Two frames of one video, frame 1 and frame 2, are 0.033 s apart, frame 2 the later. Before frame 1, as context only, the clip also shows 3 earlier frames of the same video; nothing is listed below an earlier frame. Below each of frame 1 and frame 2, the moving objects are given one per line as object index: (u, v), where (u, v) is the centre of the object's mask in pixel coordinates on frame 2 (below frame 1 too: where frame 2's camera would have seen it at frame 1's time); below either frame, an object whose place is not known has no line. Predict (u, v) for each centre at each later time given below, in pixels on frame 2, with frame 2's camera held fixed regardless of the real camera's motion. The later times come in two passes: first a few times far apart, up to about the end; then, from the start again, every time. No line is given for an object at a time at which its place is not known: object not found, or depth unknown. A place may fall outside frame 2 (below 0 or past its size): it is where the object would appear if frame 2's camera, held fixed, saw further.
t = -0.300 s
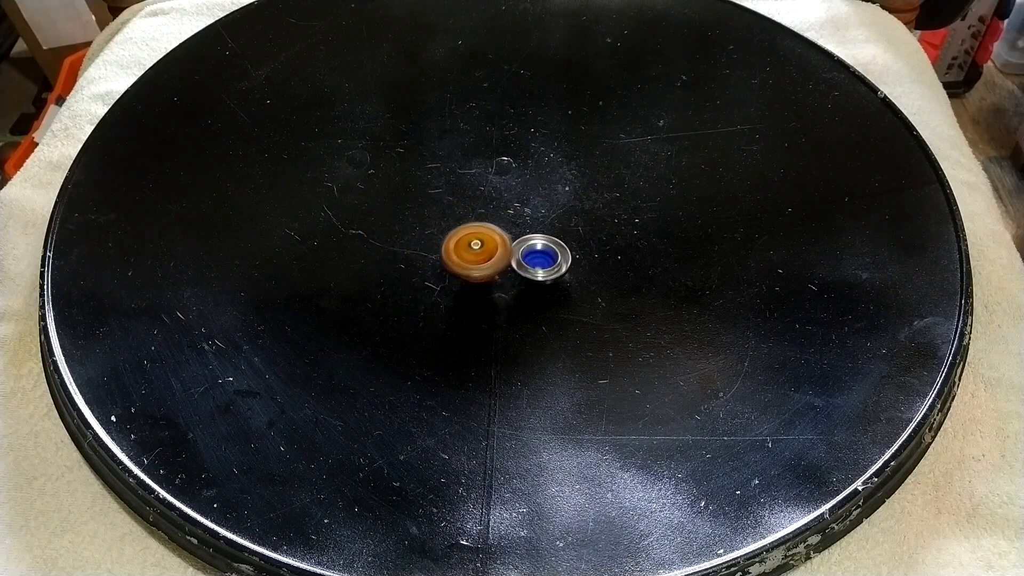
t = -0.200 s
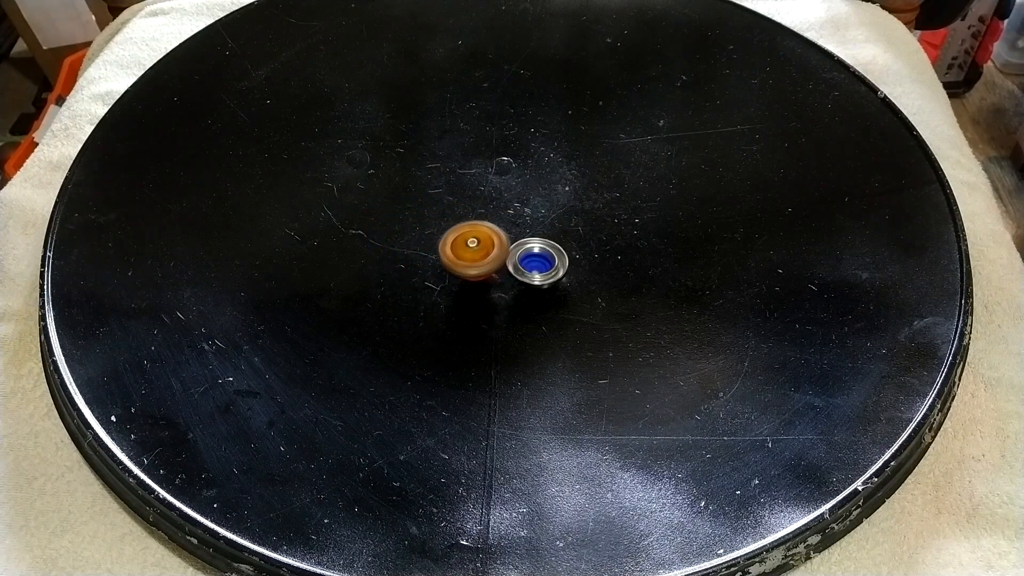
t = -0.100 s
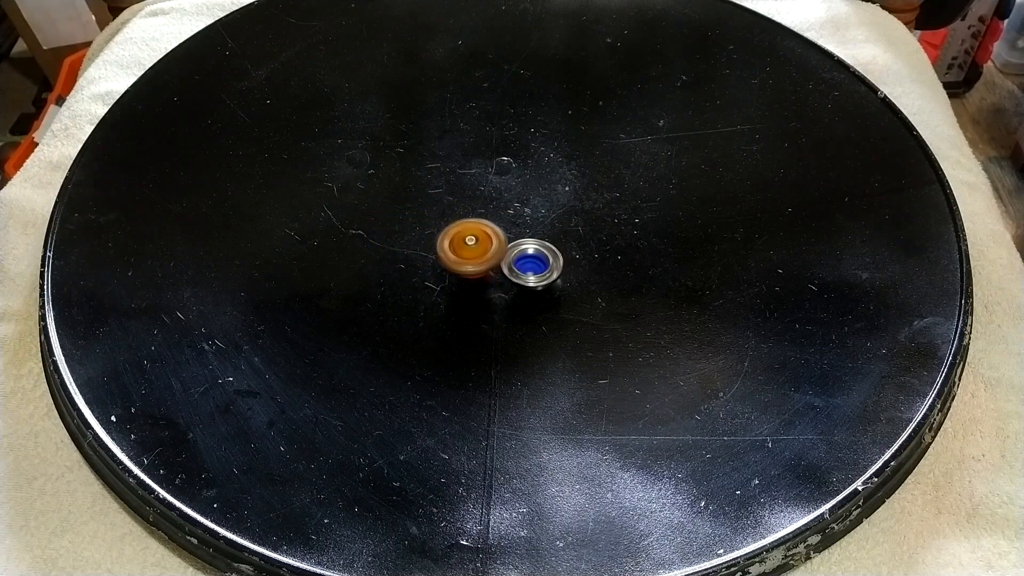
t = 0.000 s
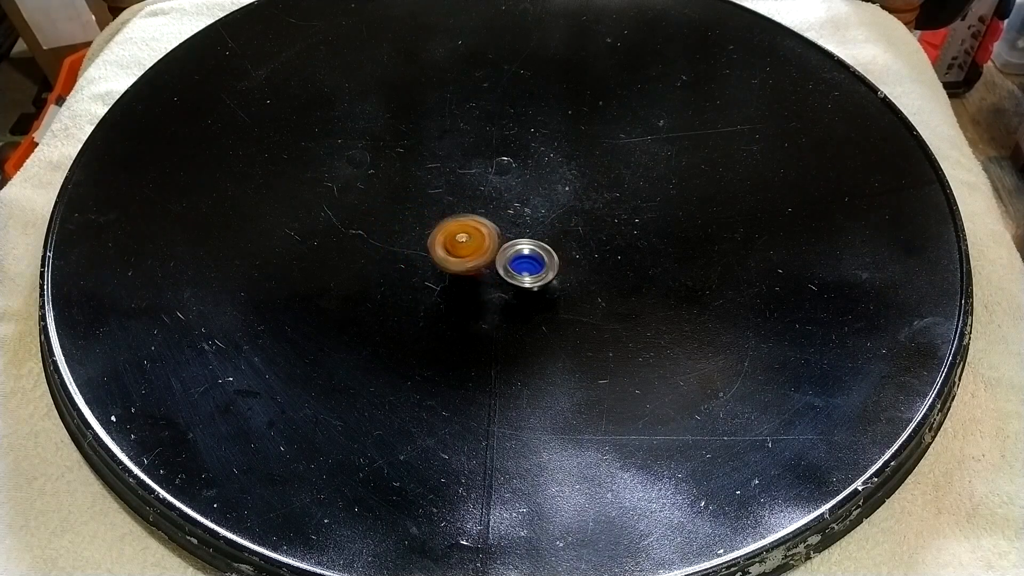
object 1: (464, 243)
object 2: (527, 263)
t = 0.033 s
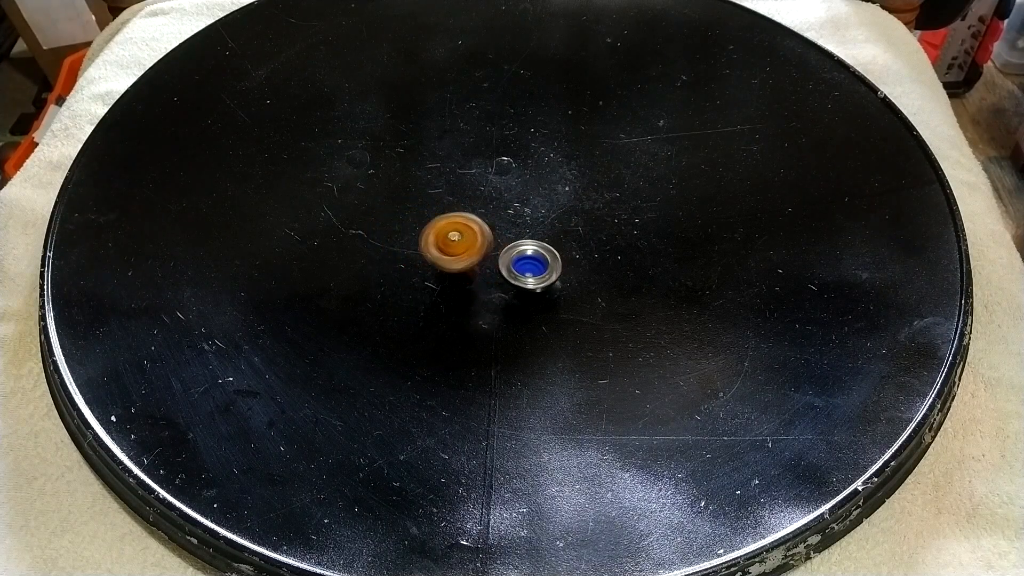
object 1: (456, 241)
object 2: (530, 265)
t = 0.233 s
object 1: (423, 234)
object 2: (534, 255)
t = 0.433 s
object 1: (400, 232)
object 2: (527, 221)
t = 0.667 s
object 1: (400, 235)
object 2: (492, 192)
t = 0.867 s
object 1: (423, 236)
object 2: (451, 193)
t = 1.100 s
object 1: (463, 253)
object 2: (433, 213)
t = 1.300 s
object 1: (508, 259)
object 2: (434, 228)
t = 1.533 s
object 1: (549, 248)
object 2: (445, 237)
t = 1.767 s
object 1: (562, 225)
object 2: (457, 240)
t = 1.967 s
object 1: (548, 208)
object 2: (466, 240)
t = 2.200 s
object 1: (517, 200)
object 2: (471, 241)
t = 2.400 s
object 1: (521, 170)
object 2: (451, 257)
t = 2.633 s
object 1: (502, 166)
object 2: (460, 250)
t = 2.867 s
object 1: (486, 191)
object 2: (479, 243)
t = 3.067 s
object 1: (493, 207)
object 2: (488, 257)
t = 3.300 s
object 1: (512, 219)
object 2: (493, 269)
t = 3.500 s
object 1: (529, 227)
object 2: (495, 273)
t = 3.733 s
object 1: (543, 233)
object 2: (495, 273)
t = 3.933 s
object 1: (542, 236)
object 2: (494, 273)
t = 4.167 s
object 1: (539, 234)
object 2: (484, 278)
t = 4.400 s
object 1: (534, 229)
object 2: (476, 278)
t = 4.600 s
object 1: (517, 229)
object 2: (482, 274)
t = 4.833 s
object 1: (505, 214)
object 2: (477, 277)
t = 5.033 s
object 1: (489, 210)
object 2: (482, 274)
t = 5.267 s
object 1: (469, 212)
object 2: (483, 271)
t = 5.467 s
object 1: (450, 214)
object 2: (483, 266)
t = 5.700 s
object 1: (440, 222)
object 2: (509, 261)
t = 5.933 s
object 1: (456, 236)
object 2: (549, 251)
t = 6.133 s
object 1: (478, 235)
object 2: (537, 238)
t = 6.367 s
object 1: (472, 231)
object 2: (535, 238)
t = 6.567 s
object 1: (466, 229)
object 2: (527, 238)
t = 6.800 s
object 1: (462, 232)
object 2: (522, 239)
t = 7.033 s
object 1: (451, 238)
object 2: (519, 240)
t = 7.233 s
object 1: (445, 248)
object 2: (515, 241)
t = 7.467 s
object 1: (453, 253)
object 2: (513, 240)
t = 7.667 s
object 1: (454, 256)
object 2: (521, 238)
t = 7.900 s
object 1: (458, 251)
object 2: (517, 240)
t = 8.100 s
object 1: (458, 245)
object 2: (518, 239)
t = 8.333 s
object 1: (449, 238)
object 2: (511, 238)
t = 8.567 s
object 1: (441, 233)
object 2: (508, 235)
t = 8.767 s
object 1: (422, 243)
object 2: (524, 233)
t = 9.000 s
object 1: (437, 255)
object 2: (519, 234)
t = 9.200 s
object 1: (457, 239)
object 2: (516, 233)
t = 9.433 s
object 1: (443, 222)
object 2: (520, 232)
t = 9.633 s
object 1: (434, 223)
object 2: (515, 232)
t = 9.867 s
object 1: (443, 230)
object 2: (511, 234)
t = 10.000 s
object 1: (454, 230)
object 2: (514, 236)
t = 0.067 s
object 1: (450, 240)
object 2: (532, 265)
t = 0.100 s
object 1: (443, 238)
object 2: (534, 266)
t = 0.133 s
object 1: (439, 237)
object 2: (534, 265)
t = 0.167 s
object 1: (434, 236)
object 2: (534, 263)
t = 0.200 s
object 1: (429, 234)
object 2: (534, 259)
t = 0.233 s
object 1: (423, 234)
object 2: (534, 255)
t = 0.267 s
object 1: (418, 233)
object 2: (535, 250)
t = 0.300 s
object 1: (413, 232)
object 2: (535, 244)
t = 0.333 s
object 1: (409, 232)
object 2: (533, 239)
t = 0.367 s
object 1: (406, 231)
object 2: (532, 233)
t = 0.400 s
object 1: (402, 232)
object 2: (530, 227)
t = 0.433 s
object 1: (400, 232)
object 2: (527, 221)
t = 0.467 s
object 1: (398, 231)
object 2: (525, 215)
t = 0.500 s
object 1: (397, 232)
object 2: (521, 210)
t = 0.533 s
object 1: (397, 232)
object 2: (516, 205)
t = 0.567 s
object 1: (396, 233)
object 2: (510, 201)
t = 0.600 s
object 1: (398, 233)
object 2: (505, 197)
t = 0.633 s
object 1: (398, 234)
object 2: (499, 194)
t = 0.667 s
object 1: (400, 235)
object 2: (492, 192)
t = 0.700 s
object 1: (402, 235)
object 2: (485, 190)
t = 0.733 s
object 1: (405, 235)
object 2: (479, 189)
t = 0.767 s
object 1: (409, 236)
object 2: (472, 190)
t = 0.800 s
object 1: (414, 236)
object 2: (465, 191)
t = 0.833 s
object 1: (418, 236)
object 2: (458, 192)
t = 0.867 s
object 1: (423, 236)
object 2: (451, 193)
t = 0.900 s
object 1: (428, 236)
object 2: (447, 195)
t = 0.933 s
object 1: (433, 236)
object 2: (444, 197)
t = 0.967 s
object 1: (439, 240)
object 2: (443, 200)
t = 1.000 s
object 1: (445, 244)
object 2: (441, 204)
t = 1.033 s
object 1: (451, 247)
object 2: (438, 207)
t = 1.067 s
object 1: (456, 250)
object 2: (435, 209)
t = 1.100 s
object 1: (463, 253)
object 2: (433, 213)
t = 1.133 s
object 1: (469, 254)
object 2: (432, 216)
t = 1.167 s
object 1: (476, 256)
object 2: (432, 219)
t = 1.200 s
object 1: (484, 257)
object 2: (432, 221)
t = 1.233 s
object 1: (492, 258)
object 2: (432, 224)
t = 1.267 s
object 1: (500, 258)
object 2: (433, 226)
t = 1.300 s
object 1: (508, 259)
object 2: (434, 228)
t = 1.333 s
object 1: (515, 258)
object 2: (435, 230)
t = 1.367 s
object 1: (523, 258)
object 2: (437, 232)
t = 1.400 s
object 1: (529, 257)
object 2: (438, 233)
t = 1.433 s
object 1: (534, 256)
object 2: (440, 234)
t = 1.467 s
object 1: (540, 253)
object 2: (442, 235)
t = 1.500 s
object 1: (545, 251)
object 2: (443, 236)
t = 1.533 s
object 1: (549, 248)
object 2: (445, 237)
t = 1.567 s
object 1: (552, 246)
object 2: (447, 238)
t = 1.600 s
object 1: (556, 243)
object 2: (449, 239)
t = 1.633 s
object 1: (558, 239)
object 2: (450, 239)
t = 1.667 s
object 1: (560, 236)
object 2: (452, 240)
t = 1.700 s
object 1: (561, 232)
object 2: (454, 240)
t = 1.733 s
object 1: (562, 229)
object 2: (455, 240)
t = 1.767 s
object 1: (562, 225)
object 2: (457, 240)
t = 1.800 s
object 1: (561, 223)
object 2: (459, 240)
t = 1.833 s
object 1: (559, 219)
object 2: (460, 240)
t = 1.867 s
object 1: (557, 217)
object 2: (462, 240)
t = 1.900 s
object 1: (555, 213)
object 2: (463, 240)
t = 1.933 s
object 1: (552, 211)
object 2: (465, 240)
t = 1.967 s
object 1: (548, 208)
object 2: (466, 240)
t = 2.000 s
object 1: (545, 206)
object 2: (467, 240)
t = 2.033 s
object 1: (540, 204)
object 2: (469, 240)
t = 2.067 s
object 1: (536, 203)
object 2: (470, 240)
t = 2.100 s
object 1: (531, 202)
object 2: (471, 240)
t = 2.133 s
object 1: (526, 202)
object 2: (472, 239)
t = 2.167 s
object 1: (521, 203)
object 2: (473, 239)
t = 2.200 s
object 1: (517, 200)
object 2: (471, 241)
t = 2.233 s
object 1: (521, 192)
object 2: (464, 247)
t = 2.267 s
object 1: (523, 187)
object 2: (459, 251)
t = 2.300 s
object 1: (523, 182)
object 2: (455, 254)
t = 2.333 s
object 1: (522, 178)
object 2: (453, 256)
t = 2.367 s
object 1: (522, 175)
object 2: (451, 257)
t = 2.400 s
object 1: (521, 170)
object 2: (451, 257)
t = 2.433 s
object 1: (519, 168)
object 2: (451, 258)
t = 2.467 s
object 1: (517, 167)
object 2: (451, 257)
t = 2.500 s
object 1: (514, 165)
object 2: (453, 256)
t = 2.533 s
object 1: (511, 165)
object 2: (454, 255)
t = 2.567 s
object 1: (508, 164)
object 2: (456, 253)
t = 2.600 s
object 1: (504, 165)
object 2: (458, 252)
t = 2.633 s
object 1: (502, 166)
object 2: (460, 250)
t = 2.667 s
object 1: (498, 167)
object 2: (463, 249)
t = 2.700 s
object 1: (495, 171)
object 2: (466, 248)
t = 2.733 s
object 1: (493, 173)
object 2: (469, 247)
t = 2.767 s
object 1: (490, 177)
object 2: (472, 245)
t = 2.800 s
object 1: (488, 181)
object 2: (474, 244)
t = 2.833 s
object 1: (487, 186)
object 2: (477, 243)
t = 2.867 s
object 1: (486, 191)
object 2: (479, 243)
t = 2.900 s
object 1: (487, 195)
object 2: (482, 244)
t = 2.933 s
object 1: (486, 196)
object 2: (483, 245)
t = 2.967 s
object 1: (486, 200)
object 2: (485, 249)
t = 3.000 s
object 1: (488, 202)
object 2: (486, 252)
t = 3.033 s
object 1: (490, 205)
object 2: (486, 255)
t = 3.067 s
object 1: (493, 207)
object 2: (488, 257)
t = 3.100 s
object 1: (494, 209)
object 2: (488, 259)
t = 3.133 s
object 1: (498, 212)
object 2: (489, 262)
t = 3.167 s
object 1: (500, 213)
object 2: (490, 264)
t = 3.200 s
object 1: (504, 215)
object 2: (491, 265)
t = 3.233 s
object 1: (507, 216)
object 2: (492, 267)
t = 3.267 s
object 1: (509, 217)
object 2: (493, 268)
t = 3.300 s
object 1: (512, 219)
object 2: (493, 269)
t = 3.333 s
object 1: (516, 221)
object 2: (494, 270)
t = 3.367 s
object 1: (520, 223)
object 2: (494, 271)
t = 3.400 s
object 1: (522, 223)
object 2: (494, 271)
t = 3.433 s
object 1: (524, 225)
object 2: (494, 272)
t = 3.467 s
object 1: (527, 226)
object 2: (495, 272)
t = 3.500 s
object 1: (529, 227)
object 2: (495, 273)
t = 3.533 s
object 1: (533, 229)
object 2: (495, 274)
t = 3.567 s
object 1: (535, 229)
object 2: (495, 274)
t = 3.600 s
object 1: (536, 231)
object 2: (495, 274)
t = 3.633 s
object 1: (538, 232)
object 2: (495, 274)
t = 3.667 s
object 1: (539, 232)
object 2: (495, 274)
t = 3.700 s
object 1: (542, 234)
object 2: (495, 273)
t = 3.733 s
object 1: (543, 233)
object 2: (495, 273)
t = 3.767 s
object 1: (543, 234)
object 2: (495, 273)
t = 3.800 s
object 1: (544, 235)
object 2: (495, 273)
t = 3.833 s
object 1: (544, 236)
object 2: (494, 273)
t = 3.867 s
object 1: (545, 236)
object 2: (494, 273)
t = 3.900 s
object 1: (544, 235)
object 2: (494, 273)
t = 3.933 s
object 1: (542, 236)
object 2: (494, 273)
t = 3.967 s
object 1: (542, 237)
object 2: (493, 274)
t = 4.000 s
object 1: (541, 238)
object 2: (493, 274)
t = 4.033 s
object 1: (540, 239)
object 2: (492, 274)
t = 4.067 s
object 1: (538, 239)
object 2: (491, 274)
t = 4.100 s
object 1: (535, 240)
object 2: (490, 275)
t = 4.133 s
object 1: (537, 239)
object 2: (488, 276)
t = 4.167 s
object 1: (539, 234)
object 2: (484, 278)
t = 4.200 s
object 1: (538, 233)
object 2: (481, 279)
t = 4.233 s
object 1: (539, 234)
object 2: (479, 280)
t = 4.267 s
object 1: (539, 231)
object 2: (477, 281)
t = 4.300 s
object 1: (537, 230)
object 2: (476, 280)
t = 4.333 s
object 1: (536, 230)
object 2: (476, 280)
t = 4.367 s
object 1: (536, 229)
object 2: (476, 279)
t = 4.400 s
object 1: (534, 229)
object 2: (476, 278)
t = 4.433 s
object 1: (531, 228)
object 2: (477, 278)
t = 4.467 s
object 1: (529, 228)
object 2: (478, 277)
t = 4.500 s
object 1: (527, 228)
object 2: (479, 276)
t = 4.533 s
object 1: (524, 228)
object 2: (480, 275)
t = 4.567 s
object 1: (520, 228)
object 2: (481, 274)
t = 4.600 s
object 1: (517, 229)
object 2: (482, 274)
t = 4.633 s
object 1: (514, 227)
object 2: (482, 274)
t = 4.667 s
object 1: (512, 226)
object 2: (481, 275)
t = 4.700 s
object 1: (510, 222)
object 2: (480, 276)
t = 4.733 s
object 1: (508, 222)
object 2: (478, 277)
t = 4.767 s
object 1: (509, 220)
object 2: (478, 277)
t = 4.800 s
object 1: (508, 216)
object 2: (477, 278)
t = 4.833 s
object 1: (505, 214)
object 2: (477, 277)
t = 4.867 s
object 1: (503, 213)
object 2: (478, 277)
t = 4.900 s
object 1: (501, 211)
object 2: (478, 276)
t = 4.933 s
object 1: (498, 210)
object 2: (479, 276)
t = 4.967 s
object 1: (496, 209)
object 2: (480, 275)
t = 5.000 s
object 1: (492, 208)
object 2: (481, 274)
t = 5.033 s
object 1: (489, 210)
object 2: (482, 274)
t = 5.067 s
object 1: (488, 210)
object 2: (483, 273)
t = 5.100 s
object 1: (485, 210)
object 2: (483, 272)
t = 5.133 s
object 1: (480, 212)
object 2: (484, 271)
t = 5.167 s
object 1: (477, 213)
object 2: (485, 271)
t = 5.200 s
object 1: (472, 212)
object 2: (485, 271)
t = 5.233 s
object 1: (470, 213)
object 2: (484, 272)
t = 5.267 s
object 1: (469, 212)
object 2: (483, 271)
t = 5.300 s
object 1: (467, 212)
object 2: (481, 271)
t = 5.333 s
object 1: (462, 212)
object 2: (480, 270)
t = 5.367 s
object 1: (459, 214)
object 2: (479, 270)
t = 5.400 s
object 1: (456, 212)
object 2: (479, 269)
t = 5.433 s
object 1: (451, 213)
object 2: (481, 268)
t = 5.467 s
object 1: (450, 214)
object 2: (483, 266)
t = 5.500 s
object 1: (448, 213)
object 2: (486, 264)
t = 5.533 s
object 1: (445, 214)
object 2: (490, 263)
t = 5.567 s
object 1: (443, 215)
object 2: (493, 263)
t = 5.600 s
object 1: (442, 217)
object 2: (496, 264)
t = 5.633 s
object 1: (440, 219)
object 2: (500, 264)
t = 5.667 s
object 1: (440, 221)
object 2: (504, 262)
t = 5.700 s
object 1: (440, 222)
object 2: (509, 261)
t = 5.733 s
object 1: (440, 224)
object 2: (514, 261)
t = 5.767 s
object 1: (442, 227)
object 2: (520, 260)
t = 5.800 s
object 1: (444, 229)
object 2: (526, 258)
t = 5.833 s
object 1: (445, 230)
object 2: (532, 255)
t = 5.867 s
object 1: (449, 233)
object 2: (539, 253)
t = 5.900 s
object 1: (453, 234)
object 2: (544, 252)
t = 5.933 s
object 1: (456, 236)
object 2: (549, 251)
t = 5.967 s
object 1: (459, 236)
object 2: (552, 248)
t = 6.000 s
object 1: (464, 236)
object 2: (552, 245)
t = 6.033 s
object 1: (468, 237)
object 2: (549, 242)
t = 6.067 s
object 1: (473, 238)
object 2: (544, 240)
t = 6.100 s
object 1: (478, 236)
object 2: (540, 238)
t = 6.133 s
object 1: (478, 235)
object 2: (537, 238)
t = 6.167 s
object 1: (478, 235)
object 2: (537, 238)
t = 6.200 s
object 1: (479, 235)
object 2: (537, 238)
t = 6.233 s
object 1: (478, 233)
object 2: (537, 238)
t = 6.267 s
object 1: (476, 233)
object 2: (536, 238)
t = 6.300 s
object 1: (475, 232)
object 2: (536, 238)
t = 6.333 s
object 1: (474, 231)
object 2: (536, 238)
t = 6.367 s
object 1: (472, 231)
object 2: (535, 238)
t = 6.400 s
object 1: (472, 230)
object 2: (534, 238)
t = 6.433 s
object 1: (471, 229)
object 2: (533, 238)
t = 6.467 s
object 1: (469, 229)
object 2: (531, 238)
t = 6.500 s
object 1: (469, 229)
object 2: (530, 238)
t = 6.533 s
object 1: (468, 228)
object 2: (529, 238)
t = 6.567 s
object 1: (466, 229)
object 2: (527, 238)
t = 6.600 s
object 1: (466, 229)
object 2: (527, 238)
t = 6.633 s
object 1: (467, 229)
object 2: (526, 238)
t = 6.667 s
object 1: (465, 229)
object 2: (524, 238)
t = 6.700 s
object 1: (464, 230)
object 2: (524, 238)
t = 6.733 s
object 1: (465, 230)
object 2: (523, 238)
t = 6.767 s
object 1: (463, 231)
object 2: (522, 238)
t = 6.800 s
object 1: (462, 232)
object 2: (522, 239)
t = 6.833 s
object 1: (462, 232)
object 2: (522, 239)
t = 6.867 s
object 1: (462, 232)
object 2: (521, 240)
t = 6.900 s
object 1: (458, 234)
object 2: (520, 240)
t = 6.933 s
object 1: (457, 236)
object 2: (520, 240)
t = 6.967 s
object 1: (456, 236)
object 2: (519, 240)
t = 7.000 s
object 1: (453, 237)
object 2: (519, 240)
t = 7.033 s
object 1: (451, 238)
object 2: (519, 240)
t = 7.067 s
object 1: (449, 240)
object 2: (519, 240)
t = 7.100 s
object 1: (447, 241)
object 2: (518, 241)
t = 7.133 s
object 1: (446, 243)
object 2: (518, 241)
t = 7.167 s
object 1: (446, 245)
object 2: (517, 241)
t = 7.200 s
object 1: (445, 246)
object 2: (516, 241)
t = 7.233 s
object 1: (445, 248)
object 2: (515, 241)
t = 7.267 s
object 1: (446, 249)
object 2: (514, 241)
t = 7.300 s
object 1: (447, 248)
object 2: (514, 241)
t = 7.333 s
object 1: (448, 249)
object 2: (513, 241)
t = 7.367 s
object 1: (450, 251)
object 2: (513, 241)
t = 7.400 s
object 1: (453, 251)
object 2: (513, 241)
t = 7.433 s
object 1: (455, 251)
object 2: (512, 241)
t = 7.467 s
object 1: (453, 253)
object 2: (513, 240)
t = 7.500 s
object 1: (453, 255)
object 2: (515, 239)
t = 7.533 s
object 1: (455, 255)
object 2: (516, 238)
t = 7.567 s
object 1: (455, 255)
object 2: (517, 238)
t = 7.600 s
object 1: (454, 254)
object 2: (518, 238)
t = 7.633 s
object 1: (454, 255)
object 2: (520, 238)
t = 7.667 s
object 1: (454, 256)
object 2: (521, 238)
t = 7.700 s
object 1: (455, 257)
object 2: (521, 239)
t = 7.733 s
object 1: (456, 256)
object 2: (520, 239)
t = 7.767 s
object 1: (455, 255)
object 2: (520, 240)
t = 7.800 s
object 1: (455, 256)
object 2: (519, 240)
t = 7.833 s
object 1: (456, 255)
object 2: (518, 240)
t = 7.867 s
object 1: (458, 253)
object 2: (518, 240)
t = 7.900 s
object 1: (458, 251)
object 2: (517, 240)
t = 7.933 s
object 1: (459, 251)
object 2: (517, 240)
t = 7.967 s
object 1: (460, 249)
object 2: (516, 240)
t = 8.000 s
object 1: (459, 249)
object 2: (516, 240)
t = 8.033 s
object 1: (458, 249)
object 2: (517, 239)
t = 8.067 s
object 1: (459, 248)
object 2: (518, 239)
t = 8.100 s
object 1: (458, 245)
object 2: (518, 239)
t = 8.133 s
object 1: (455, 243)
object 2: (517, 239)
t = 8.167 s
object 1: (454, 243)
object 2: (516, 238)
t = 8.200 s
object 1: (453, 242)
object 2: (516, 238)
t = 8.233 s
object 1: (452, 241)
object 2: (515, 238)
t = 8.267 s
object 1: (451, 240)
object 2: (514, 238)
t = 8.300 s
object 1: (450, 240)
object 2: (513, 238)
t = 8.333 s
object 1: (449, 238)
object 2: (511, 238)
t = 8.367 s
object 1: (448, 238)
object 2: (510, 237)
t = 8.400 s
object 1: (448, 237)
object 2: (509, 237)
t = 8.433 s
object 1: (447, 235)
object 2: (508, 237)
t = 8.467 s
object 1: (447, 235)
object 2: (507, 237)
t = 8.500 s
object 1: (446, 235)
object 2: (506, 237)
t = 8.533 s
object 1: (448, 234)
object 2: (505, 237)
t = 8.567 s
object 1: (441, 233)
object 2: (508, 235)
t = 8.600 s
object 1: (432, 237)
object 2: (514, 234)
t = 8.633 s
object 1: (430, 240)
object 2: (518, 234)
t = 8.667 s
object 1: (430, 242)
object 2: (521, 233)
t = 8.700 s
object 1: (428, 243)
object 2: (523, 233)
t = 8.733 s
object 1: (425, 241)
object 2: (524, 233)
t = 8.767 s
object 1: (422, 243)
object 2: (524, 233)
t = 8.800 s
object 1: (421, 246)
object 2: (524, 233)
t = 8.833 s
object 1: (422, 250)
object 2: (524, 233)
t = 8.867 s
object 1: (425, 253)
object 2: (524, 233)
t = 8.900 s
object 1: (430, 253)
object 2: (523, 233)
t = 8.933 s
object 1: (435, 252)
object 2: (521, 233)
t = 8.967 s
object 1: (434, 252)
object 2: (520, 234)
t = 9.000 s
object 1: (437, 255)
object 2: (519, 234)
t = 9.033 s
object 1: (442, 252)
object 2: (518, 234)
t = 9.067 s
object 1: (447, 251)
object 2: (517, 233)
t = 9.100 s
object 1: (453, 249)
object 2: (516, 233)
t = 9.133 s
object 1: (456, 245)
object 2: (516, 233)
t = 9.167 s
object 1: (458, 242)
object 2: (515, 233)
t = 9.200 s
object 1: (457, 239)
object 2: (516, 233)
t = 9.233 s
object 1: (453, 237)
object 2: (517, 232)
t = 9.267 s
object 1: (454, 237)
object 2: (519, 232)
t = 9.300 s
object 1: (455, 235)
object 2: (520, 232)
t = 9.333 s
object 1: (455, 230)
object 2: (520, 231)
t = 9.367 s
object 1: (452, 225)
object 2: (521, 232)
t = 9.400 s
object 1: (448, 223)
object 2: (520, 232)
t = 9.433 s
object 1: (443, 222)
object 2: (520, 232)
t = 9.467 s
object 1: (439, 223)
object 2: (519, 232)
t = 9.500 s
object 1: (437, 223)
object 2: (519, 232)
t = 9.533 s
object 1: (437, 225)
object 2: (518, 232)
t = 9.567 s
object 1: (437, 224)
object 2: (517, 232)
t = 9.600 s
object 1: (436, 222)
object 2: (516, 232)
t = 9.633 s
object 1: (434, 223)
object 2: (515, 232)
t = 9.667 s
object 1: (431, 225)
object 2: (514, 233)
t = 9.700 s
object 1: (432, 228)
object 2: (513, 233)
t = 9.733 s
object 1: (435, 230)
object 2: (512, 233)
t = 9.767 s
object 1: (439, 231)
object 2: (512, 233)
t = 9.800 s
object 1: (442, 231)
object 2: (511, 233)
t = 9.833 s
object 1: (443, 229)
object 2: (511, 234)
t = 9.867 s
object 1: (443, 230)
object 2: (511, 234)
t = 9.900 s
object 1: (444, 232)
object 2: (511, 235)
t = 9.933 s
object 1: (447, 234)
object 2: (512, 235)
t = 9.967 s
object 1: (453, 233)
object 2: (513, 236)
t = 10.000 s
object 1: (454, 230)
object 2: (514, 236)
